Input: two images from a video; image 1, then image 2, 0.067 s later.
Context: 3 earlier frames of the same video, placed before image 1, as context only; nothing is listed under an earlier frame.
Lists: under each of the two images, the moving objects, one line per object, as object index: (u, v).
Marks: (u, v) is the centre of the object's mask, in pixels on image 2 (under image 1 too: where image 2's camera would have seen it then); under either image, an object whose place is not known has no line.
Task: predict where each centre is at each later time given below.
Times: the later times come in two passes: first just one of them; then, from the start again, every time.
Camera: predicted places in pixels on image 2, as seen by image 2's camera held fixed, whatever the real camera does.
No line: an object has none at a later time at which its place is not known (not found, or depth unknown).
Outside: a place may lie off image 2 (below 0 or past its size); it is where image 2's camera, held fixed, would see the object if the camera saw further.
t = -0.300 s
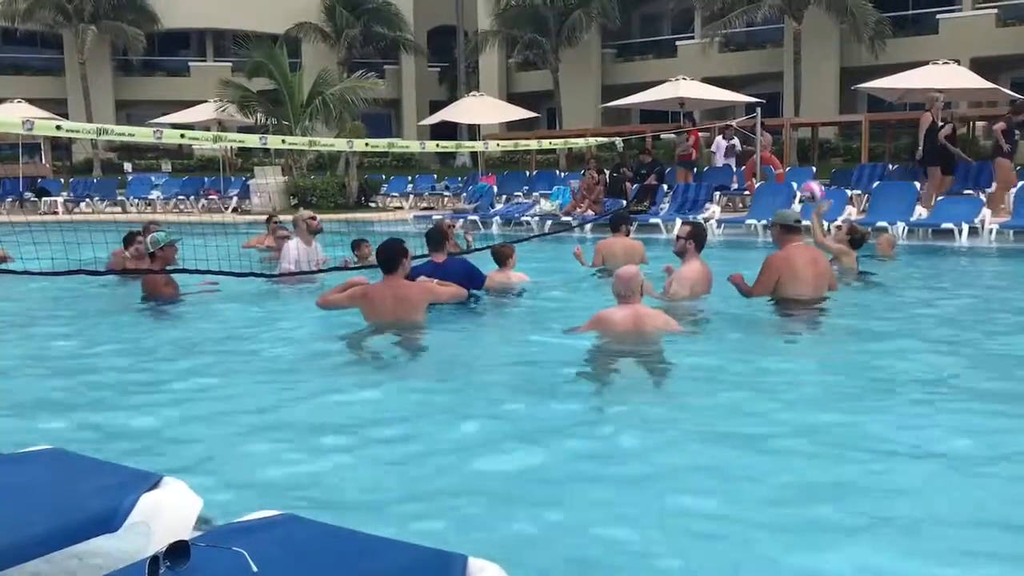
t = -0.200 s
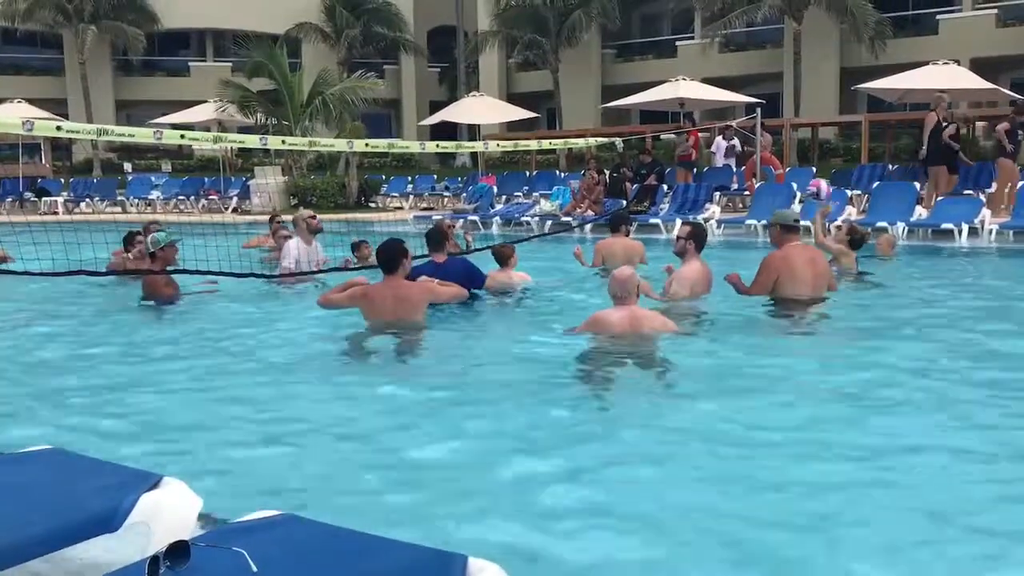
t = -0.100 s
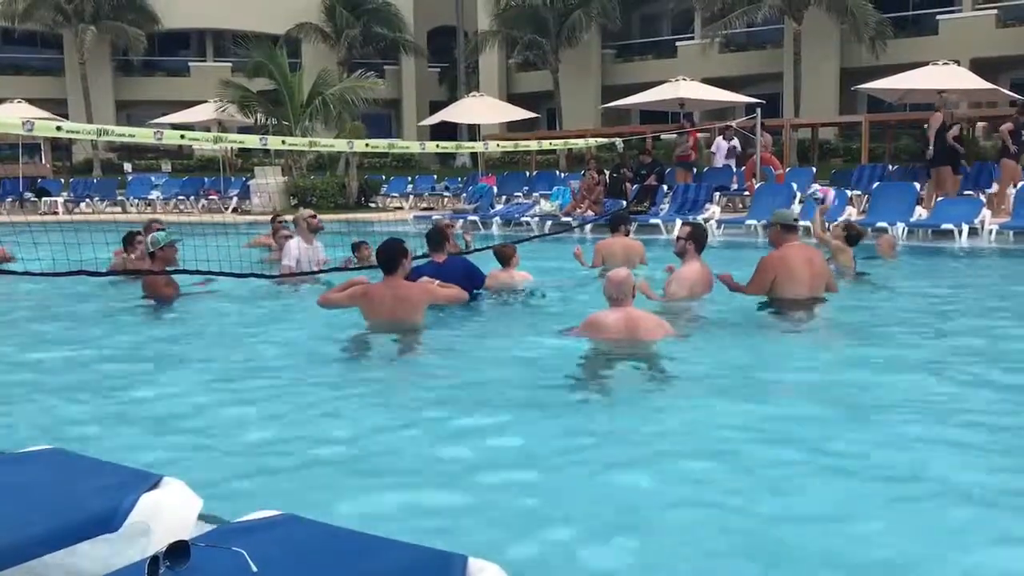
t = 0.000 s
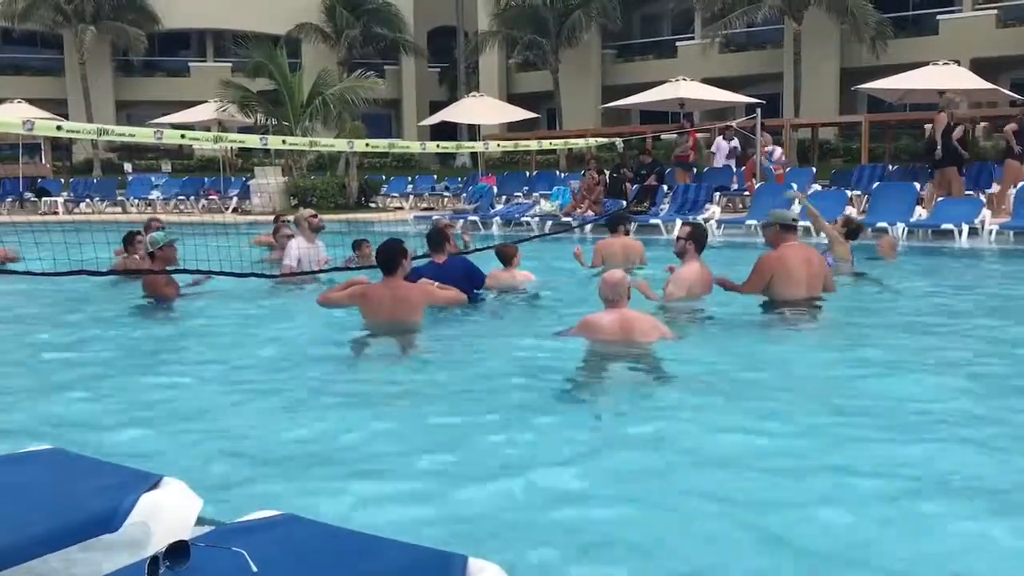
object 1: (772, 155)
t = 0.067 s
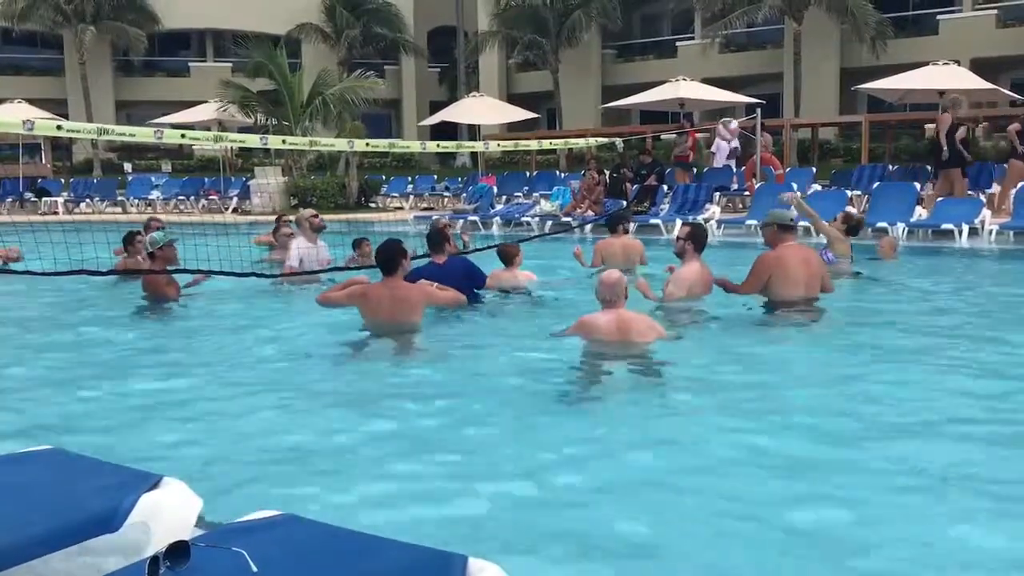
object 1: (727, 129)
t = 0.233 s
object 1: (620, 85)
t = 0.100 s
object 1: (706, 117)
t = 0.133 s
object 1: (685, 107)
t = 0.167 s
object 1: (662, 98)
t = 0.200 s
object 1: (641, 91)
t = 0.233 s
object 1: (620, 85)
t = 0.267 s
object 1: (600, 80)
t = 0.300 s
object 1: (579, 76)
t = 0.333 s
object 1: (560, 74)
